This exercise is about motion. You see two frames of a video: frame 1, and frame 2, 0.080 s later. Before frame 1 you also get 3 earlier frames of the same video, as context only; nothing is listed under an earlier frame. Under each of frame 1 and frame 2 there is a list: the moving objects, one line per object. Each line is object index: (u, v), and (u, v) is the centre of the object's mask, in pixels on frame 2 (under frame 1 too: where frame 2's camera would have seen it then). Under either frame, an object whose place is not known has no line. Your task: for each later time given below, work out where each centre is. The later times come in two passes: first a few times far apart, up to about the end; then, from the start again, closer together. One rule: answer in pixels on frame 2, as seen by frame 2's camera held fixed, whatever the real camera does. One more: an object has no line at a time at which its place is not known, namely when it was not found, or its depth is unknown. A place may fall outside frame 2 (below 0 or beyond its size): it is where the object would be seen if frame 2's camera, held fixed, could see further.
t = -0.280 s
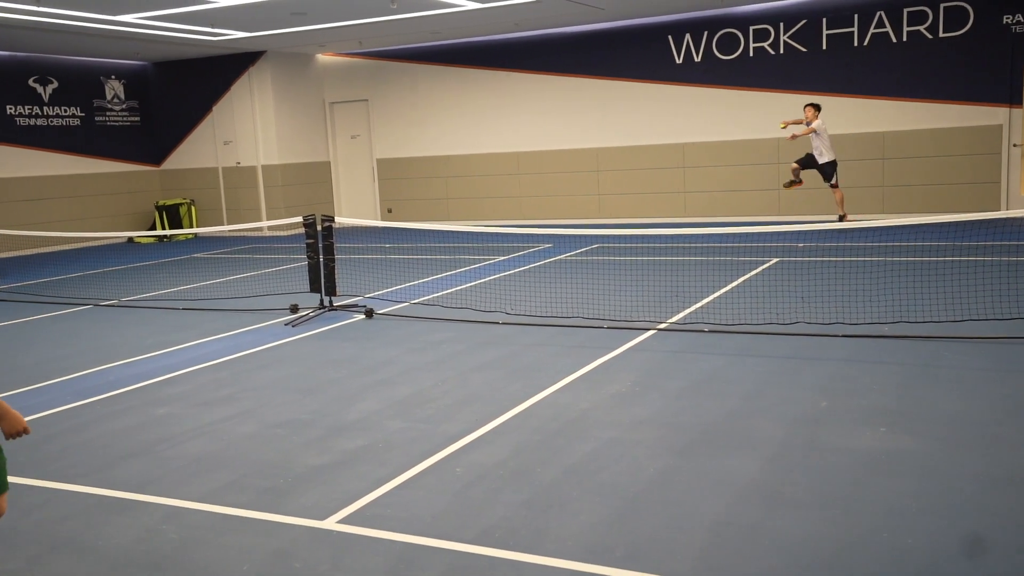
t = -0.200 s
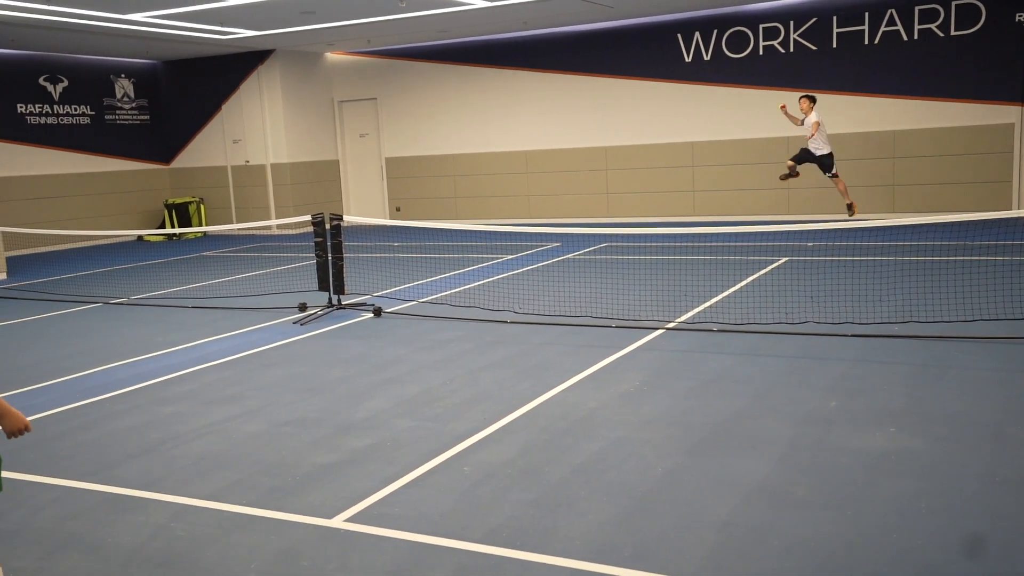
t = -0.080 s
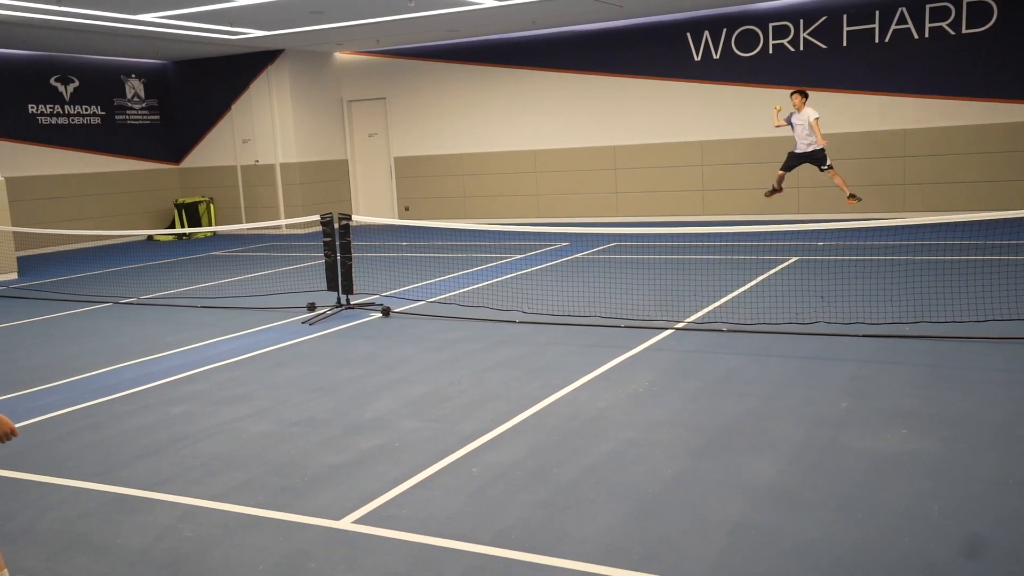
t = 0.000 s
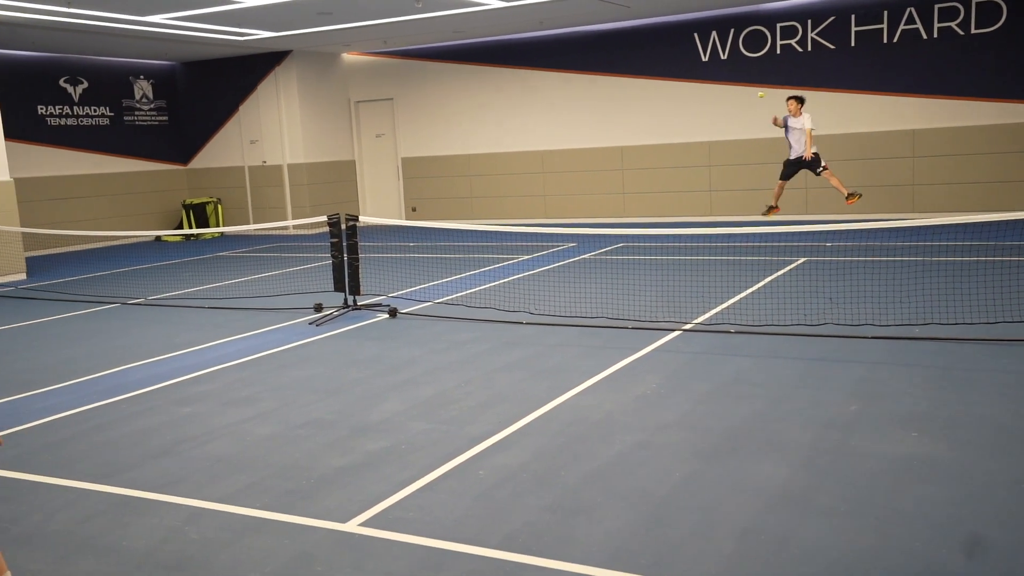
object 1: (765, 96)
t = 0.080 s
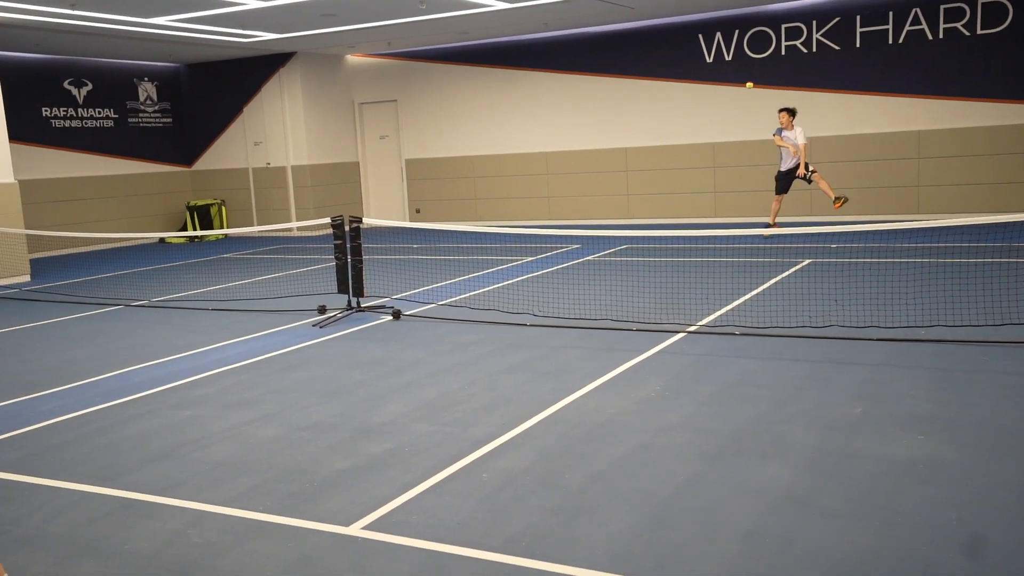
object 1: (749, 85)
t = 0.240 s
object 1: (710, 78)
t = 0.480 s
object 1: (619, 127)
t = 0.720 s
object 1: (456, 330)
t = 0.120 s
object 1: (741, 81)
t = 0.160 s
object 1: (731, 79)
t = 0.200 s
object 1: (721, 77)
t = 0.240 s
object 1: (710, 78)
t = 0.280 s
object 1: (698, 80)
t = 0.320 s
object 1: (685, 85)
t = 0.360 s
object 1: (670, 91)
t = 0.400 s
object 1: (655, 100)
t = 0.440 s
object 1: (638, 111)
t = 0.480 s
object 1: (619, 127)
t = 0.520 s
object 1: (598, 146)
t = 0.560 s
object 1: (575, 169)
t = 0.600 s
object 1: (550, 199)
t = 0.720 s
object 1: (456, 330)
